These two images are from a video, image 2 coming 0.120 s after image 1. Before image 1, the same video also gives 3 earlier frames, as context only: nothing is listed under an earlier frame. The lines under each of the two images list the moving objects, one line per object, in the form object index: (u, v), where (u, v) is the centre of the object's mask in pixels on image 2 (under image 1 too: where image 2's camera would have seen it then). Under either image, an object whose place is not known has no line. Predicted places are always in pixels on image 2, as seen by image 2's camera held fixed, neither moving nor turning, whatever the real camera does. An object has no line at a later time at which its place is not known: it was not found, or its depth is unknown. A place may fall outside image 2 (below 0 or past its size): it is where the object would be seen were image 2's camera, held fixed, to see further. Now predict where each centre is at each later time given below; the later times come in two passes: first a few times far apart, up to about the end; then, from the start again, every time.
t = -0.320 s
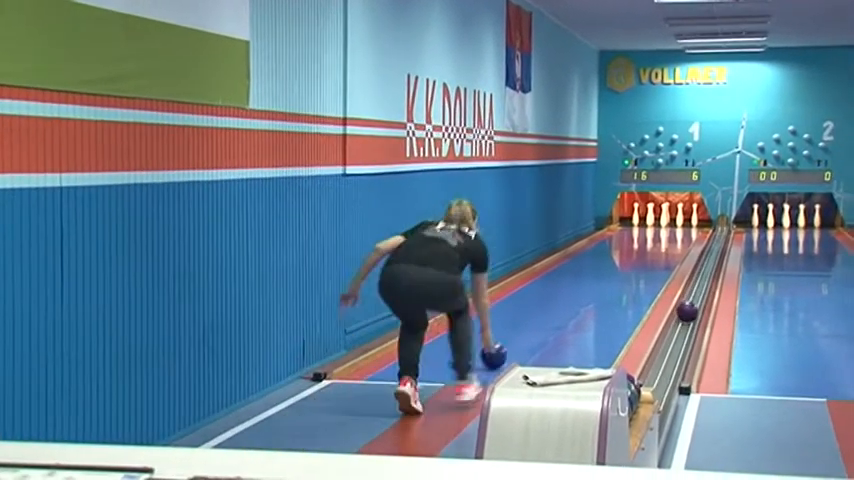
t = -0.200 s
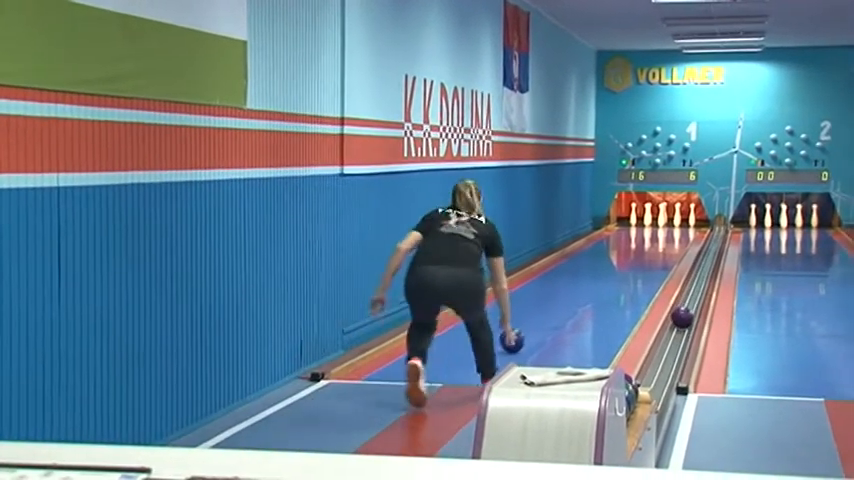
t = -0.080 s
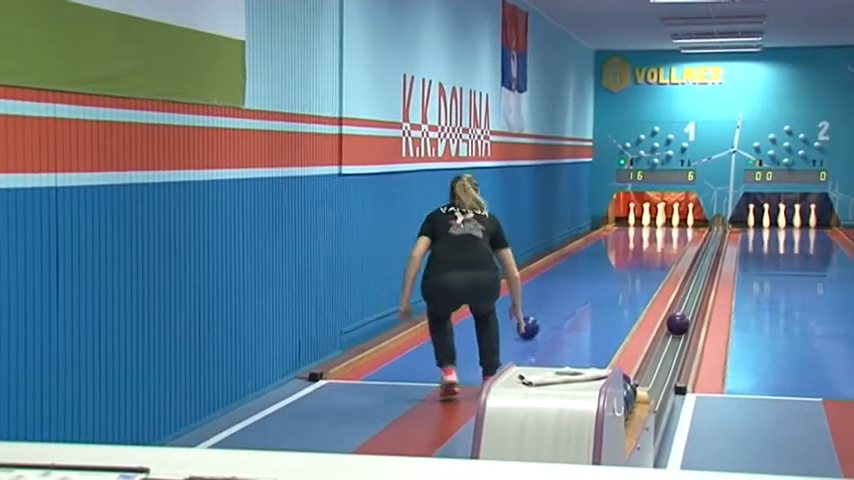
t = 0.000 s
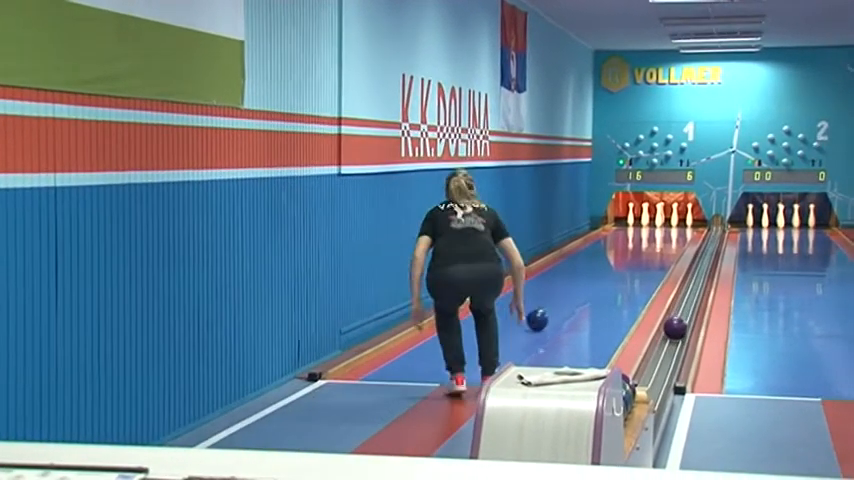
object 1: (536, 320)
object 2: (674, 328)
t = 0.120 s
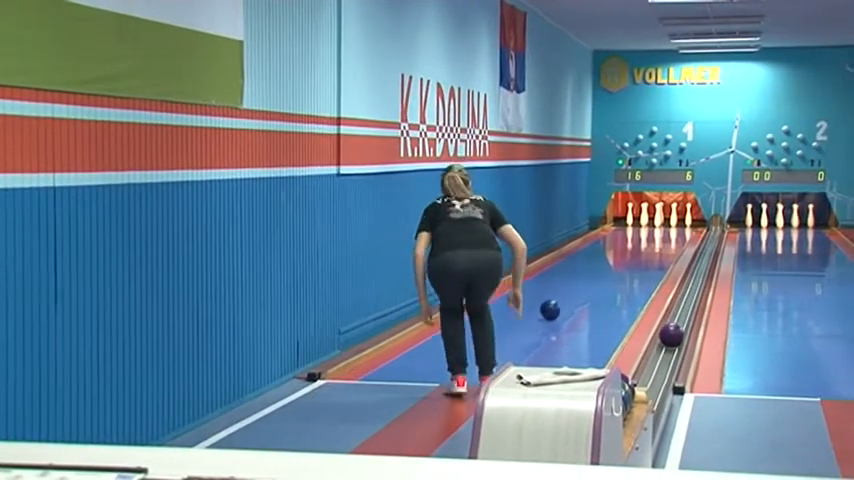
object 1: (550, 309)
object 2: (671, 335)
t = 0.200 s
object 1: (558, 304)
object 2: (669, 340)
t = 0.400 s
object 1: (576, 291)
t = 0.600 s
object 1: (590, 280)
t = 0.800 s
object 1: (602, 271)
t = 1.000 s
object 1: (612, 264)
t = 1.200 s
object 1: (620, 258)
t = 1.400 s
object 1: (627, 252)
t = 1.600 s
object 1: (634, 247)
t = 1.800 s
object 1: (639, 244)
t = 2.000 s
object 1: (643, 239)
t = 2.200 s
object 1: (648, 236)
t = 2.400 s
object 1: (652, 232)
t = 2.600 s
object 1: (656, 229)
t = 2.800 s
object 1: (659, 226)
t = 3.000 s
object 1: (664, 223)
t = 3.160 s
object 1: (666, 222)
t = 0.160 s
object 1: (554, 307)
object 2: (670, 337)
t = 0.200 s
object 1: (558, 304)
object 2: (669, 340)
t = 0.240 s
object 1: (562, 301)
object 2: (668, 342)
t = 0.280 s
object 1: (565, 298)
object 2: (667, 345)
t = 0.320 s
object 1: (569, 296)
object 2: (666, 348)
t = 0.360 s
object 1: (572, 293)
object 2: (665, 350)
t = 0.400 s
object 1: (576, 291)
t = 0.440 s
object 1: (579, 289)
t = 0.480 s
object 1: (581, 286)
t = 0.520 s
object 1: (584, 284)
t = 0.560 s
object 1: (587, 282)
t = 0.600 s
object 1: (590, 280)
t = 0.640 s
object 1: (592, 279)
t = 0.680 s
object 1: (595, 277)
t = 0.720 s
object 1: (597, 275)
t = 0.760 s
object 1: (600, 273)
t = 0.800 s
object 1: (602, 271)
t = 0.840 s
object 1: (604, 270)
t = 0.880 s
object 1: (606, 268)
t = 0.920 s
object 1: (608, 266)
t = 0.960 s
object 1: (610, 265)
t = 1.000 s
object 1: (612, 264)
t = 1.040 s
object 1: (614, 262)
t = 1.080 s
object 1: (615, 261)
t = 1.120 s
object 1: (617, 260)
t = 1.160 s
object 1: (618, 259)
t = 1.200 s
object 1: (620, 258)
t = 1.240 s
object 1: (622, 256)
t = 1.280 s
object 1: (623, 255)
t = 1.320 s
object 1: (625, 254)
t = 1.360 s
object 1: (626, 253)
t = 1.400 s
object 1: (627, 252)
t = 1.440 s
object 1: (628, 251)
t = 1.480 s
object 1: (630, 250)
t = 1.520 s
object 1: (631, 249)
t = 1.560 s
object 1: (632, 248)
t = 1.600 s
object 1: (634, 247)
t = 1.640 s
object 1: (634, 246)
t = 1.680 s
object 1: (635, 246)
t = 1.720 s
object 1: (636, 245)
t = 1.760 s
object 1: (637, 245)
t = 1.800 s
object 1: (639, 244)
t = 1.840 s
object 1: (640, 242)
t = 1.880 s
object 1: (641, 242)
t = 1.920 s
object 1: (641, 241)
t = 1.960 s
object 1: (642, 240)
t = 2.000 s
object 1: (643, 239)
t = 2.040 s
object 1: (644, 238)
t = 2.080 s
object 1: (645, 238)
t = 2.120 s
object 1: (646, 237)
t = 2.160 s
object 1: (647, 236)
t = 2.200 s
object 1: (648, 236)
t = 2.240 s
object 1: (649, 235)
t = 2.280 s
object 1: (650, 234)
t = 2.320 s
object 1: (651, 234)
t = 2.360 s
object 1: (651, 233)
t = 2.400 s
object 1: (652, 232)
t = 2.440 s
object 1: (653, 232)
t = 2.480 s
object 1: (653, 231)
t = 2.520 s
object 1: (654, 231)
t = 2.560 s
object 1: (655, 230)
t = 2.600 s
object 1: (656, 229)
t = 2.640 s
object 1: (657, 229)
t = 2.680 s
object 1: (658, 228)
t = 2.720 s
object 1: (658, 228)
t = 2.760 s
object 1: (659, 227)
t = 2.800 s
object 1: (659, 226)
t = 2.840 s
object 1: (660, 226)
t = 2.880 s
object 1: (660, 226)
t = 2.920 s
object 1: (661, 225)
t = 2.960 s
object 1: (663, 224)
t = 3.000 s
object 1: (664, 223)
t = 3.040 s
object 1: (664, 222)
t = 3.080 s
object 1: (664, 222)
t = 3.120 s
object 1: (665, 222)
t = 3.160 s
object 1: (666, 222)
